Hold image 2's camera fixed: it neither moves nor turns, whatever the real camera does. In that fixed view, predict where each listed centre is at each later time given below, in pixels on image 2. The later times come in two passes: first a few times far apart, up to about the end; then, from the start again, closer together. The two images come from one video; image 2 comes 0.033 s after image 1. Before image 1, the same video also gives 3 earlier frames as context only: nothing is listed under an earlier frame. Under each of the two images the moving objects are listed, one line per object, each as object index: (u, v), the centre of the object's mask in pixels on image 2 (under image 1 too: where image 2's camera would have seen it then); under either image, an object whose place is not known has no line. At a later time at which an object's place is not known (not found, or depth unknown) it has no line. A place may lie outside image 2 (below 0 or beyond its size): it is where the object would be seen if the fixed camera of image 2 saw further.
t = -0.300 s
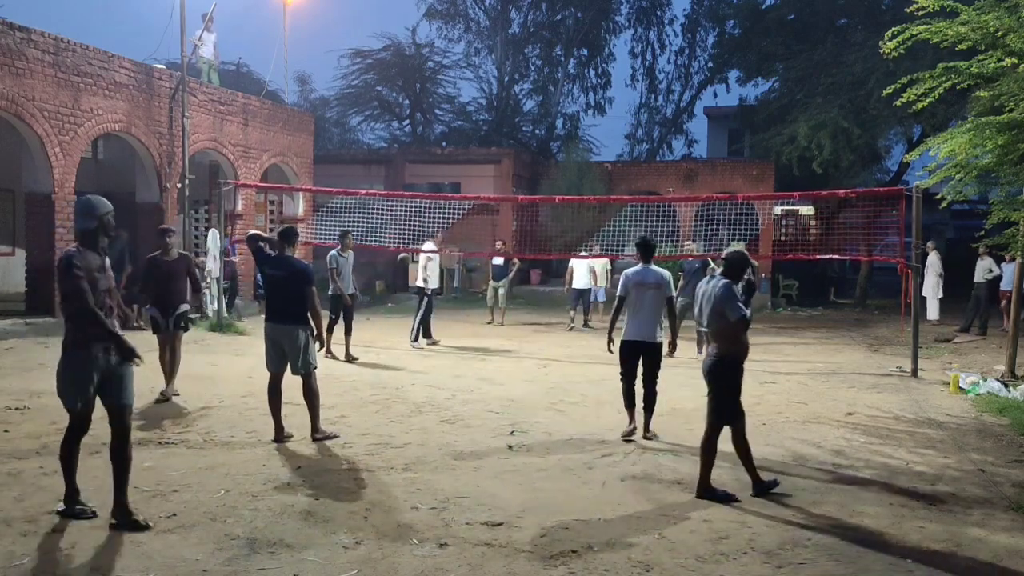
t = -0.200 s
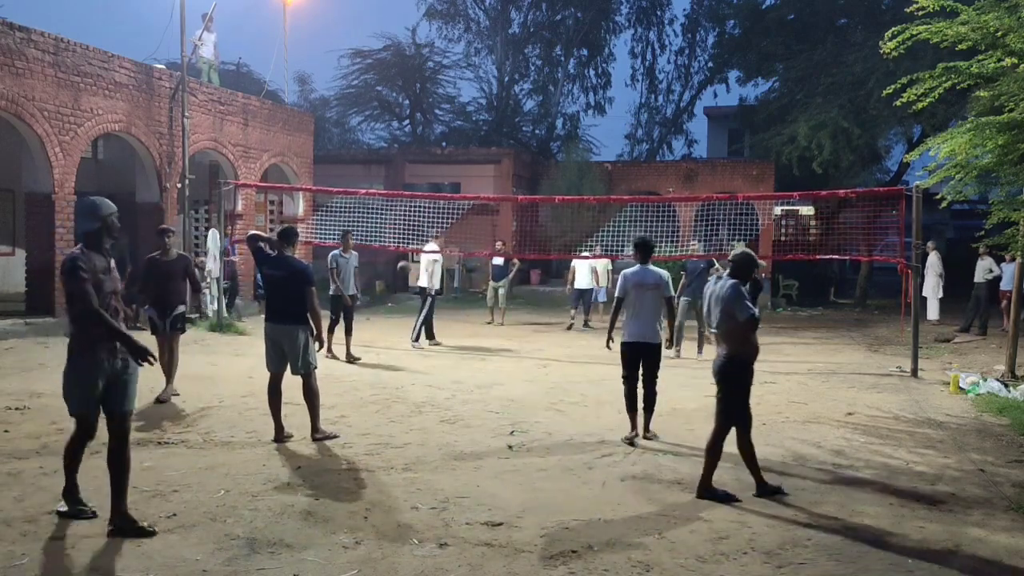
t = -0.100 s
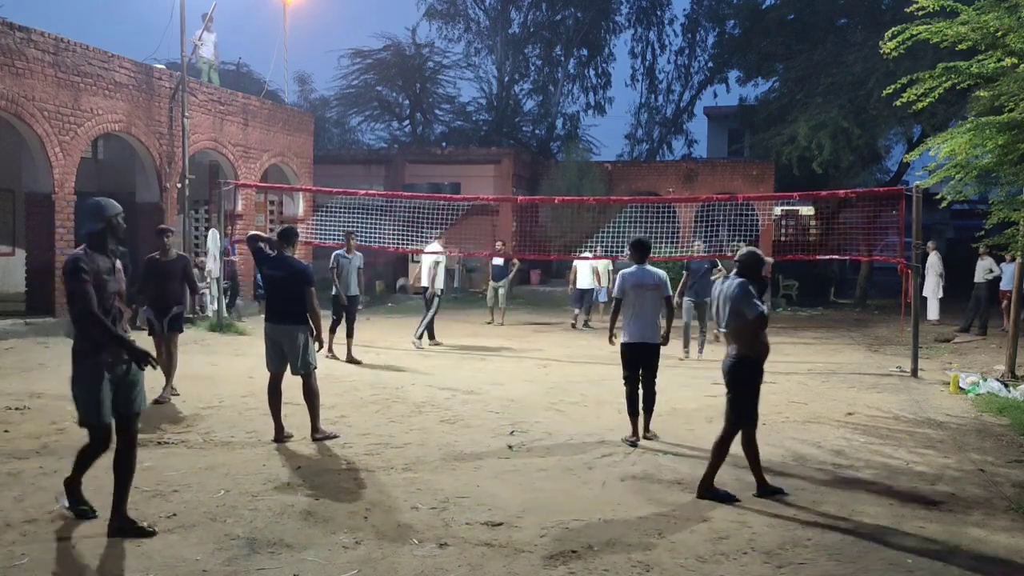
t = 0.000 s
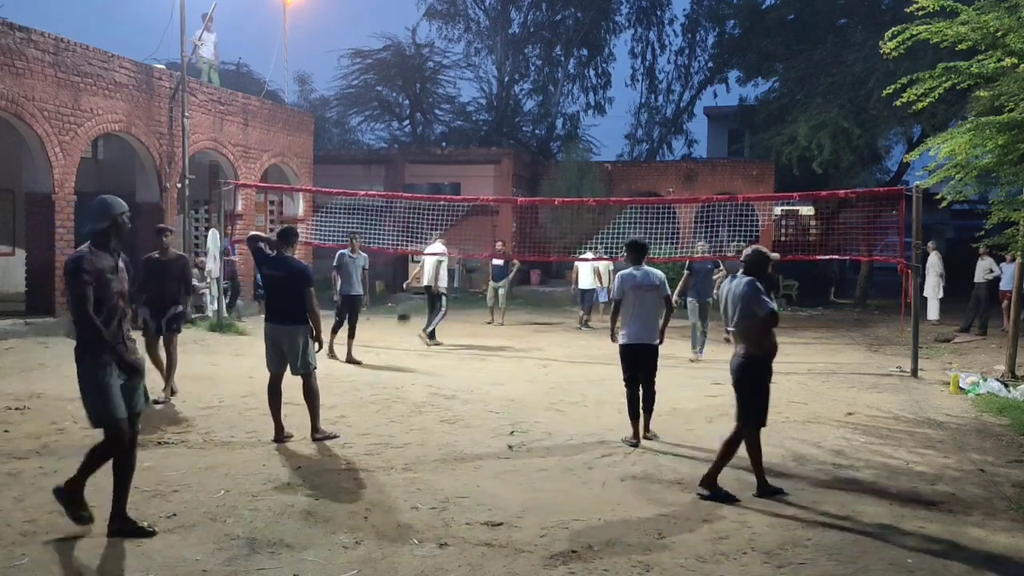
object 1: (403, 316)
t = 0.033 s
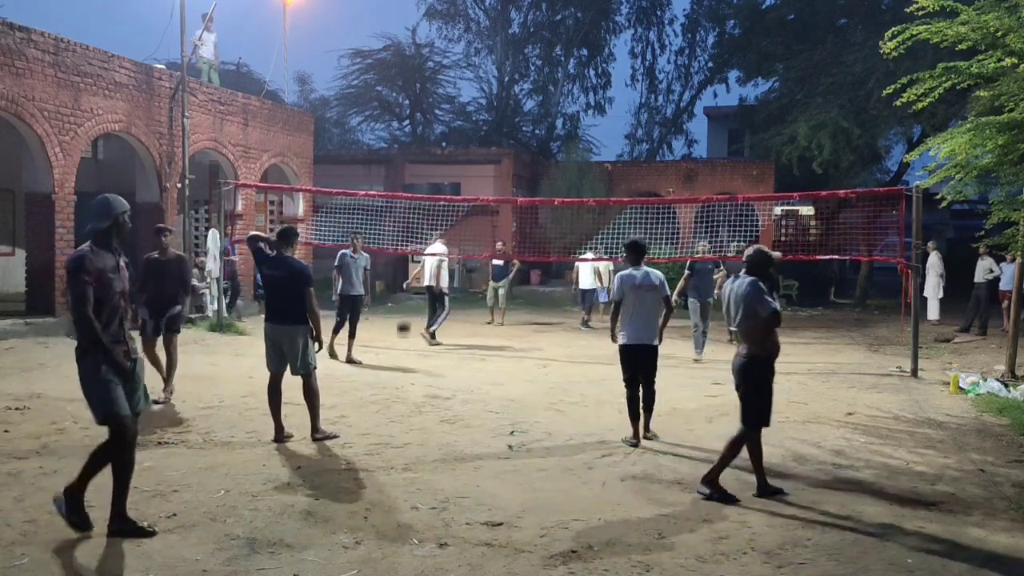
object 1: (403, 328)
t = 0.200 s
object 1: (402, 384)
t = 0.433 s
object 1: (401, 345)
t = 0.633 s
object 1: (399, 353)
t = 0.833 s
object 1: (394, 413)
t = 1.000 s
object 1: (394, 420)
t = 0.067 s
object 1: (403, 340)
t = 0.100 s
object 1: (403, 354)
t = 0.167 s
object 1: (402, 390)
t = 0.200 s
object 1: (402, 384)
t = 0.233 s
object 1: (402, 376)
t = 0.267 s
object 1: (402, 368)
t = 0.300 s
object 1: (402, 361)
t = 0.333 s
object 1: (402, 356)
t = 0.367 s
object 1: (402, 350)
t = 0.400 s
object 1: (401, 347)
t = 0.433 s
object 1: (401, 345)
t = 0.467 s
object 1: (401, 343)
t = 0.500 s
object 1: (400, 343)
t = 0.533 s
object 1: (400, 343)
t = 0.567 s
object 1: (400, 345)
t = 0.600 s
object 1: (399, 349)
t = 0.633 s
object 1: (399, 353)
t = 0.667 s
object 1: (398, 360)
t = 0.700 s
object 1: (398, 367)
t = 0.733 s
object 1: (397, 377)
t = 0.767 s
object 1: (396, 388)
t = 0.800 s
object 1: (395, 399)
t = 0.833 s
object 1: (394, 413)
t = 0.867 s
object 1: (394, 429)
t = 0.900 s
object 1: (393, 446)
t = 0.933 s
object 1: (393, 438)
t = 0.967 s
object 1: (394, 428)
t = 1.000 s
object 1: (394, 420)
